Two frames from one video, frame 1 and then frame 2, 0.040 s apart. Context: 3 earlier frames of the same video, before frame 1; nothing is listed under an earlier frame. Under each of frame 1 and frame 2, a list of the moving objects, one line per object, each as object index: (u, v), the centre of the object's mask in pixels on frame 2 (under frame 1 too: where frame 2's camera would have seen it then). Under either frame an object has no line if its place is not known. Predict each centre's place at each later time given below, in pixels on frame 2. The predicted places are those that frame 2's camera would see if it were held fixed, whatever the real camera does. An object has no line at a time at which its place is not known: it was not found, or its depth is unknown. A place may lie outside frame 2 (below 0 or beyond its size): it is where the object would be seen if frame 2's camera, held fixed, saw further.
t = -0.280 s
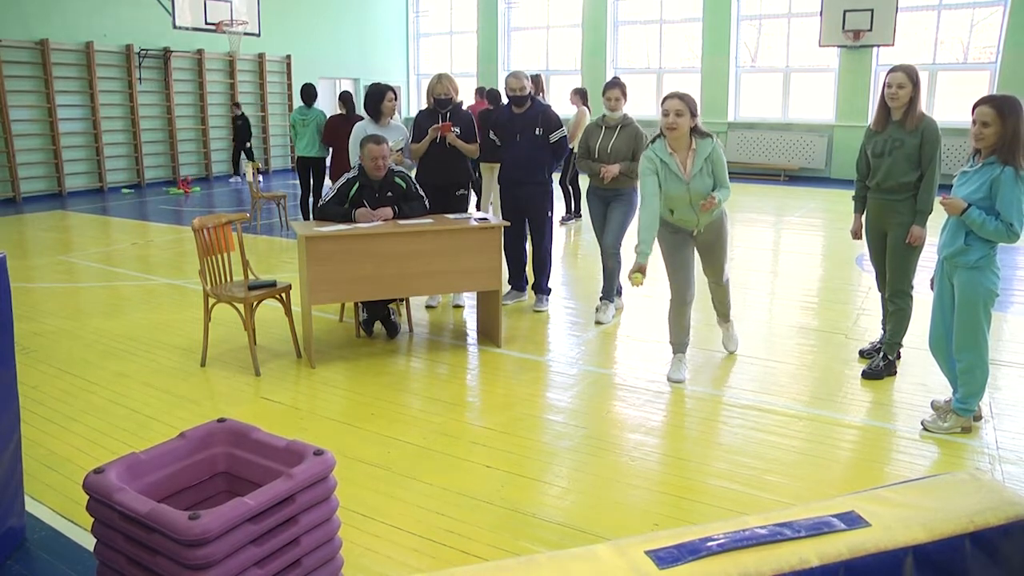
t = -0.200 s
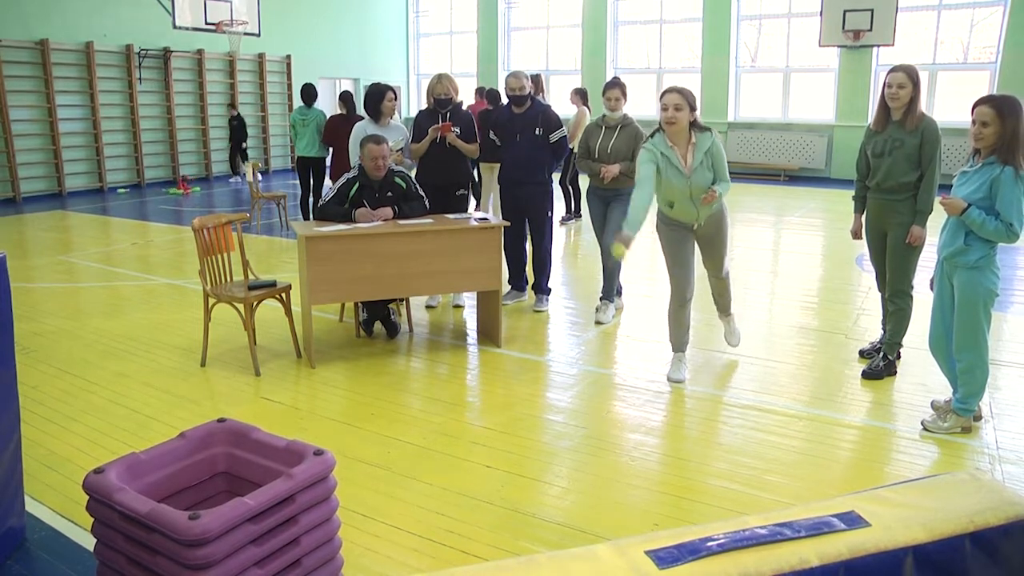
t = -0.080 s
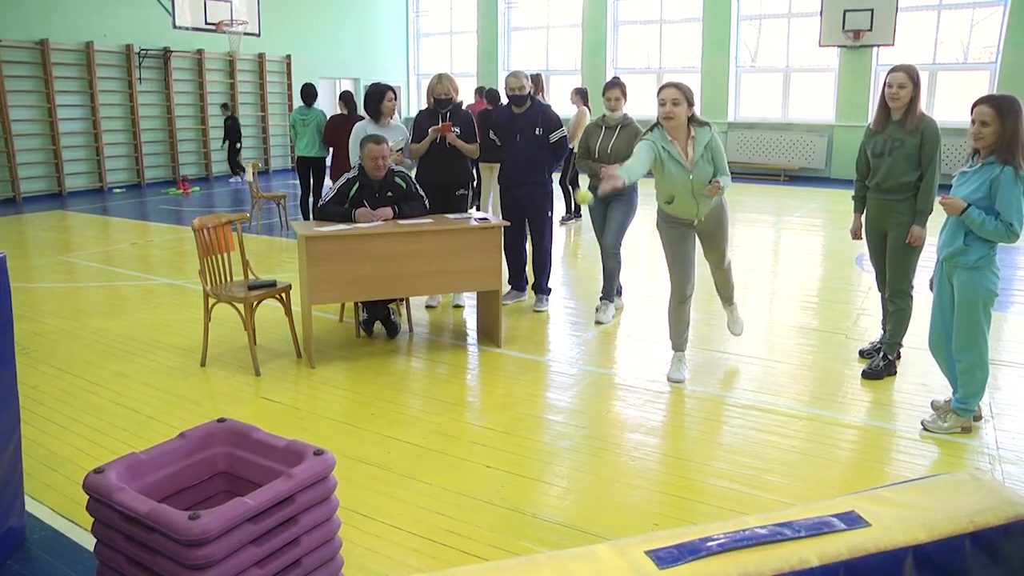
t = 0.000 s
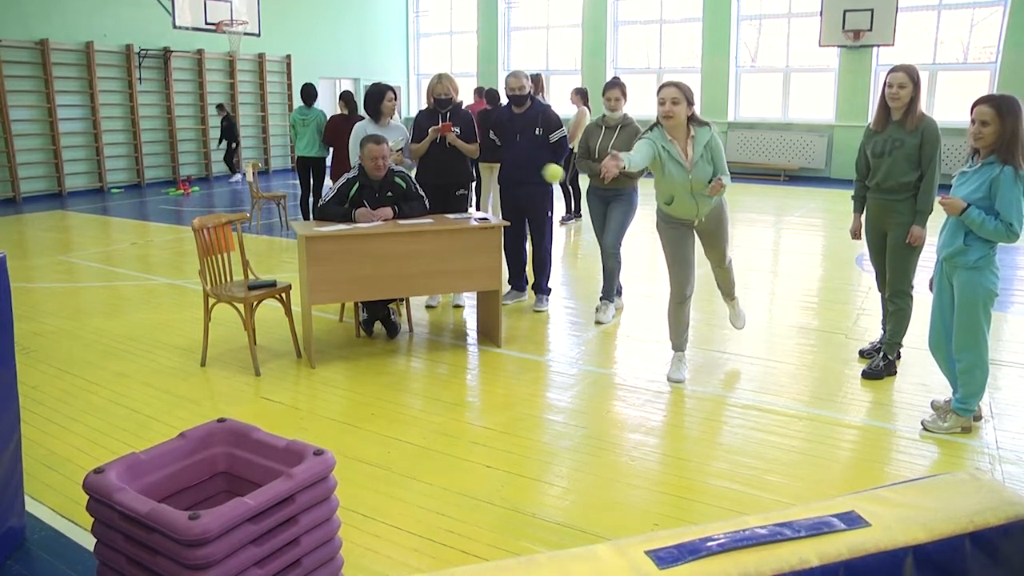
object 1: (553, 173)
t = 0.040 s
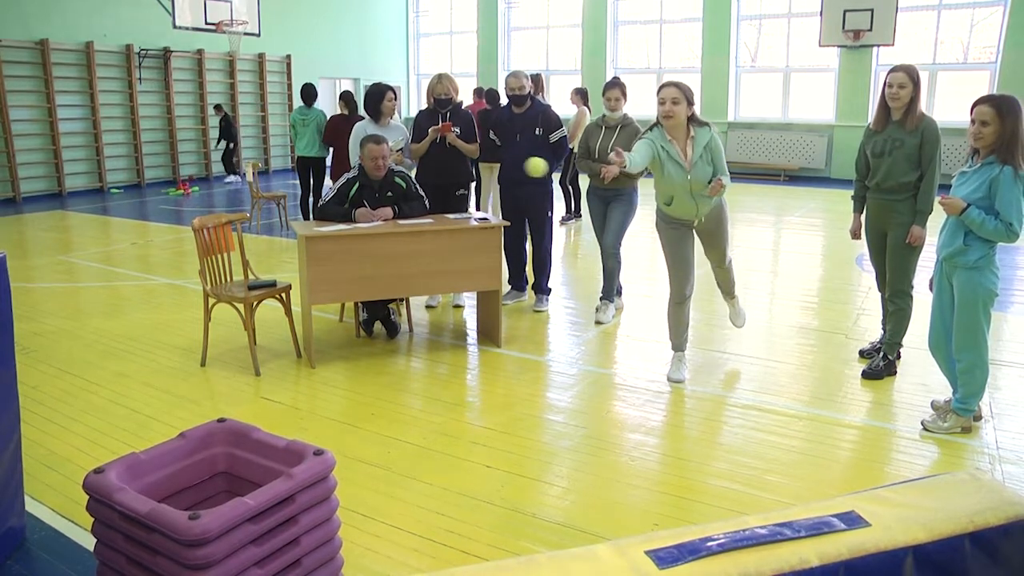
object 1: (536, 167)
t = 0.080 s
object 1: (517, 165)
